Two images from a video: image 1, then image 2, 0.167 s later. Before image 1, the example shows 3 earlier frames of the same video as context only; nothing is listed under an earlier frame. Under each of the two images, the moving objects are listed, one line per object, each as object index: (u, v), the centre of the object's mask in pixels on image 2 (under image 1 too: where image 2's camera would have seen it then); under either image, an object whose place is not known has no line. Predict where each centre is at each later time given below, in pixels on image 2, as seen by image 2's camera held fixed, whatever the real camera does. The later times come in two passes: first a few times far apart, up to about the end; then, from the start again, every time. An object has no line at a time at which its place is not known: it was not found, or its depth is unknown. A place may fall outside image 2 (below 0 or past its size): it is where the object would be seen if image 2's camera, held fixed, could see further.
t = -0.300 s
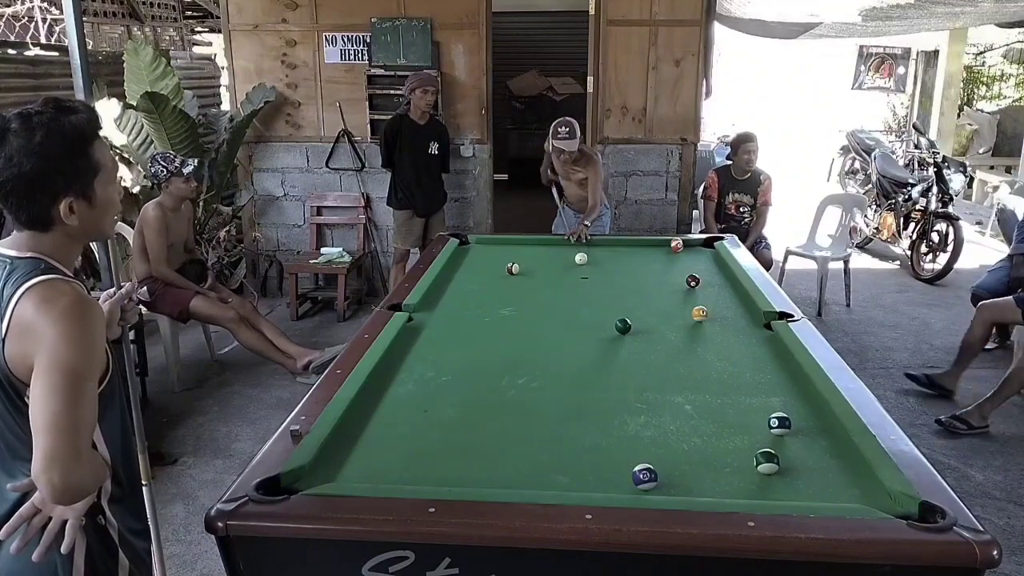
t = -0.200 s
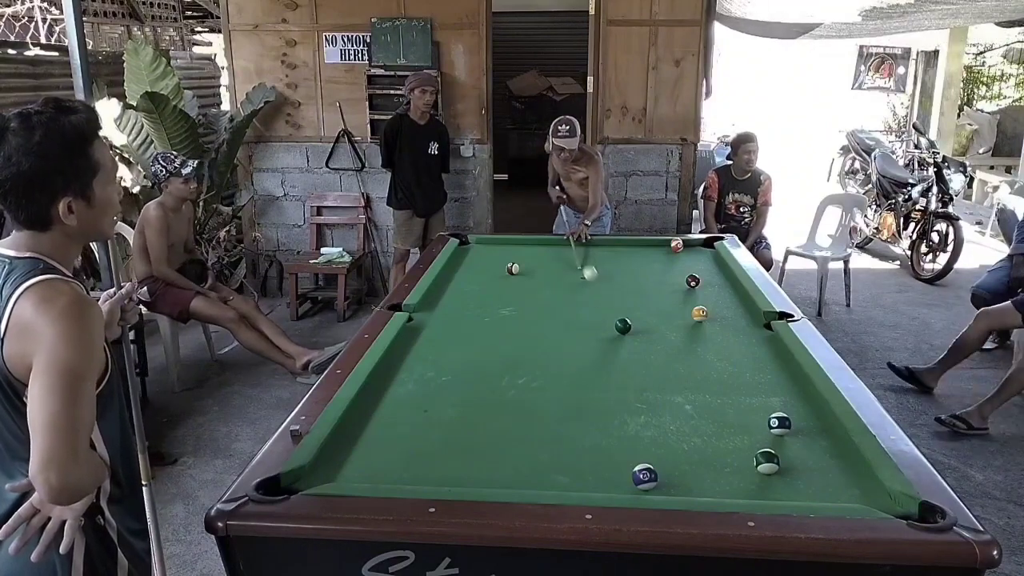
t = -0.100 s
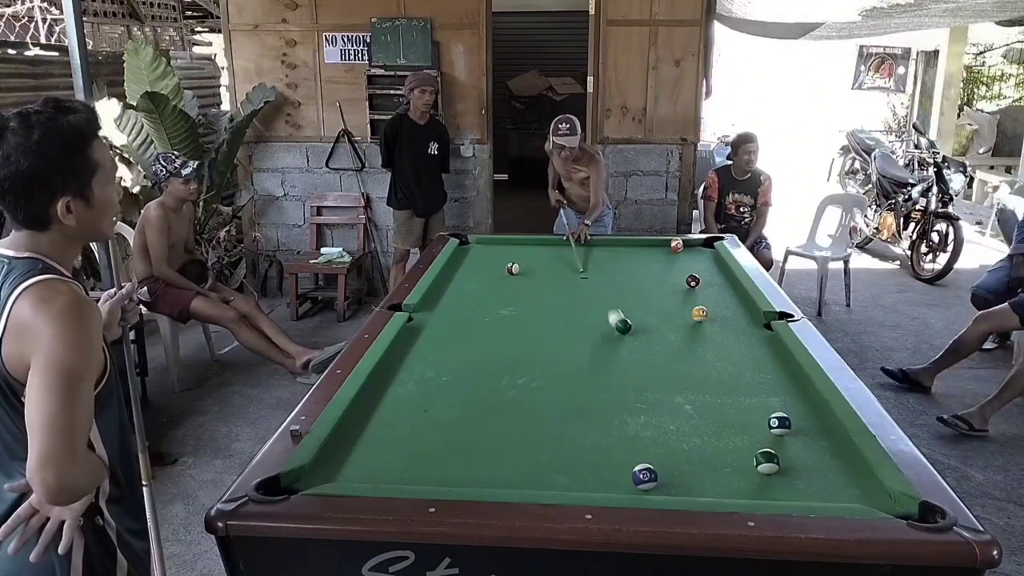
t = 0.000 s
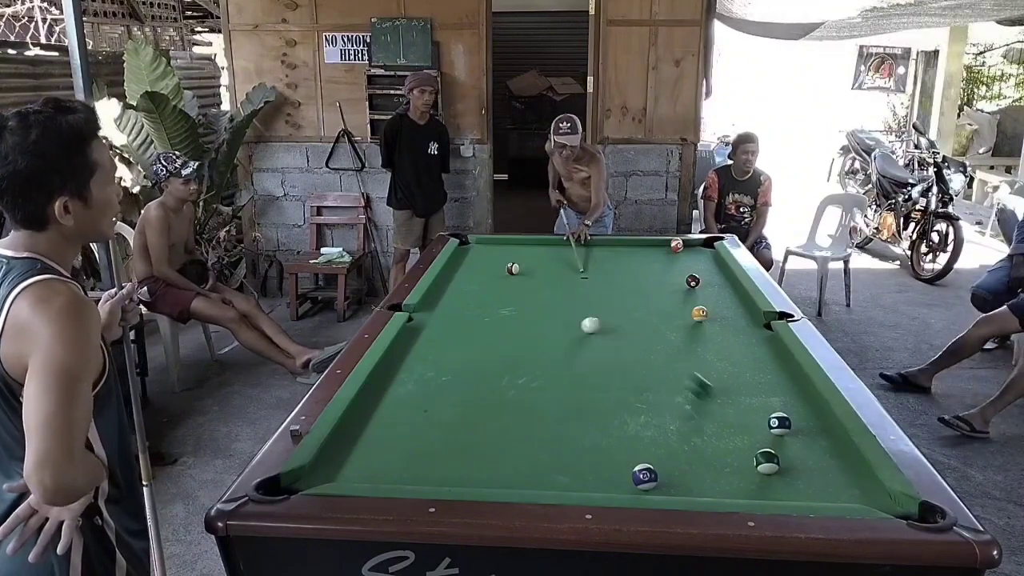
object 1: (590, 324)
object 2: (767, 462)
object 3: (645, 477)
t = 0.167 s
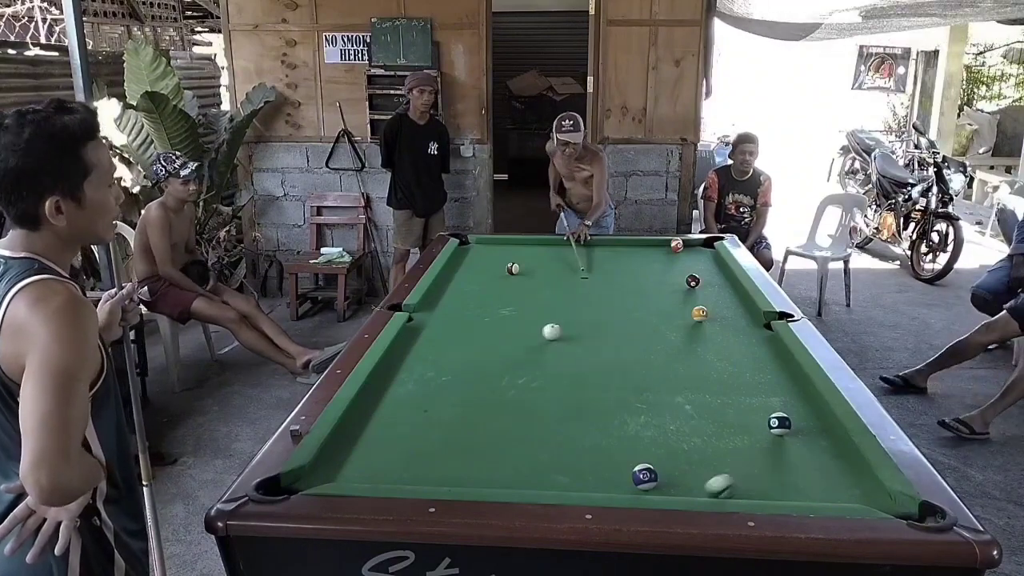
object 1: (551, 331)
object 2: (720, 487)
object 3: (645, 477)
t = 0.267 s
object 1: (527, 335)
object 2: (684, 482)
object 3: (645, 477)
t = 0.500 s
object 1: (472, 345)
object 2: (651, 450)
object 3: (617, 478)
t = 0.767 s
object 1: (405, 356)
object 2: (628, 419)
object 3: (584, 478)
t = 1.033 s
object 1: (410, 363)
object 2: (610, 394)
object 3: (556, 479)
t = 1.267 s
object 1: (430, 367)
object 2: (595, 375)
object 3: (532, 479)
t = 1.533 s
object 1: (452, 371)
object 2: (581, 357)
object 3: (506, 480)
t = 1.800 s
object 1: (472, 374)
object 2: (570, 341)
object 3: (484, 480)
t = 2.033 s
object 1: (488, 377)
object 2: (562, 330)
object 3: (466, 480)
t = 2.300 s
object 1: (505, 381)
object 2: (554, 318)
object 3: (450, 481)
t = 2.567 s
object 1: (520, 384)
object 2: (546, 306)
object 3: (439, 479)
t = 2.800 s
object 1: (531, 386)
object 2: (541, 299)
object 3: (430, 479)
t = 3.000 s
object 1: (540, 388)
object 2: (537, 292)
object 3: (424, 480)
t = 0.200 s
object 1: (544, 333)
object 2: (703, 490)
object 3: (645, 477)
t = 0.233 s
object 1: (536, 334)
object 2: (693, 487)
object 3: (645, 477)
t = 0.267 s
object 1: (527, 335)
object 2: (684, 482)
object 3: (645, 477)
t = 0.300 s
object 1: (520, 337)
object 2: (672, 476)
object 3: (645, 477)
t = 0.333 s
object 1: (512, 338)
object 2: (668, 473)
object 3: (640, 477)
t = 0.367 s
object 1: (504, 339)
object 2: (665, 468)
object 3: (635, 477)
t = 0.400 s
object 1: (496, 341)
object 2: (660, 463)
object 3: (630, 477)
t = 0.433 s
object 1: (488, 342)
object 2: (658, 458)
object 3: (626, 477)
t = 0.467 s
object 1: (480, 343)
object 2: (655, 453)
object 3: (621, 478)
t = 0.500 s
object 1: (472, 345)
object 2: (651, 450)
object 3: (617, 478)
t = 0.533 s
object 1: (464, 346)
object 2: (648, 446)
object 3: (614, 478)
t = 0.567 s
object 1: (456, 348)
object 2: (645, 441)
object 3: (610, 478)
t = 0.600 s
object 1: (448, 349)
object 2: (642, 437)
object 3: (605, 478)
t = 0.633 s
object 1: (439, 350)
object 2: (640, 433)
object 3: (602, 478)
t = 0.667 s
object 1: (431, 352)
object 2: (636, 429)
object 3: (597, 478)
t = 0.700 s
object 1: (423, 353)
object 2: (633, 426)
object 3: (592, 478)
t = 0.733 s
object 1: (414, 355)
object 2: (631, 422)
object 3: (588, 478)
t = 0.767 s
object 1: (405, 356)
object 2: (628, 419)
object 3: (584, 478)
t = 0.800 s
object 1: (397, 358)
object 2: (626, 415)
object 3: (580, 479)
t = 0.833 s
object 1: (389, 359)
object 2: (623, 412)
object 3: (577, 479)
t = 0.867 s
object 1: (393, 360)
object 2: (621, 408)
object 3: (574, 479)
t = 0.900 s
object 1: (397, 361)
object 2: (618, 406)
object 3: (570, 479)
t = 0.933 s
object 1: (400, 362)
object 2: (616, 402)
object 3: (566, 479)
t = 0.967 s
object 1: (403, 362)
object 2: (614, 400)
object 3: (563, 479)
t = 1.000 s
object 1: (407, 363)
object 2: (611, 397)
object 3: (559, 479)
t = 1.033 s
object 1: (410, 363)
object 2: (610, 394)
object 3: (556, 479)
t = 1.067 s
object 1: (413, 364)
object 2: (607, 391)
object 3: (552, 479)
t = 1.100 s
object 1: (415, 364)
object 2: (605, 388)
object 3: (549, 479)
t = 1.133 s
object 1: (418, 365)
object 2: (603, 386)
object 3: (545, 479)
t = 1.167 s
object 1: (421, 365)
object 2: (601, 382)
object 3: (541, 479)
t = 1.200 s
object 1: (424, 366)
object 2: (599, 381)
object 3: (538, 479)
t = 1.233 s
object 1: (427, 366)
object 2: (597, 378)
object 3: (535, 479)
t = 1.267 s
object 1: (430, 367)
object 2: (595, 375)
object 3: (532, 479)
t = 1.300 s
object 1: (433, 367)
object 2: (593, 373)
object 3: (529, 479)
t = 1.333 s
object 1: (435, 368)
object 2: (592, 370)
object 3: (525, 479)
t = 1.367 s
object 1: (438, 368)
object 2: (590, 368)
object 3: (522, 480)
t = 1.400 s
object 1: (441, 369)
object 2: (588, 366)
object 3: (519, 480)
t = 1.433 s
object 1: (444, 369)
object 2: (587, 364)
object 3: (516, 479)
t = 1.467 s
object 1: (447, 370)
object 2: (585, 361)
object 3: (512, 479)
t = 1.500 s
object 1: (449, 370)
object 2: (583, 360)
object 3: (509, 479)
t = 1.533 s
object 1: (452, 371)
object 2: (581, 357)
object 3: (506, 480)
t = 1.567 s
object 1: (455, 371)
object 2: (580, 355)
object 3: (503, 480)
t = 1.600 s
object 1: (457, 372)
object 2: (579, 353)
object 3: (500, 480)
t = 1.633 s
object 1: (460, 372)
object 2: (577, 351)
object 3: (497, 480)
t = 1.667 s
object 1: (462, 373)
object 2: (576, 349)
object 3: (495, 480)
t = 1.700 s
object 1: (464, 373)
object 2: (574, 347)
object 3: (492, 480)
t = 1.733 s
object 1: (467, 373)
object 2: (573, 345)
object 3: (489, 480)
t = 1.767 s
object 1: (469, 374)
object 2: (572, 343)
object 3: (487, 480)
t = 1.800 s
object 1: (472, 374)
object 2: (570, 341)
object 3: (484, 480)
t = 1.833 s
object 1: (474, 375)
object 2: (569, 339)
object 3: (482, 480)
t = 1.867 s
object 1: (477, 375)
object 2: (568, 337)
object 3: (479, 480)
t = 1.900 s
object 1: (479, 376)
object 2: (567, 335)
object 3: (477, 480)
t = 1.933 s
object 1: (481, 376)
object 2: (564, 334)
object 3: (474, 480)
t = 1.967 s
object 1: (483, 376)
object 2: (563, 332)
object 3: (471, 480)
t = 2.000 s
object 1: (486, 377)
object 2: (563, 331)
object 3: (468, 480)
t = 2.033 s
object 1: (488, 377)
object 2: (562, 330)
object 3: (466, 480)
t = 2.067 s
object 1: (491, 378)
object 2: (561, 328)
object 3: (464, 480)
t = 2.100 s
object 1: (493, 378)
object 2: (560, 327)
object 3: (461, 481)
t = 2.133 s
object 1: (495, 379)
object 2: (559, 325)
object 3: (459, 480)
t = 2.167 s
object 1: (497, 379)
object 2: (558, 323)
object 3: (457, 481)
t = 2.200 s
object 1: (499, 380)
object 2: (556, 321)
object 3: (455, 481)
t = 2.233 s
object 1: (501, 380)
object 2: (555, 320)
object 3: (453, 481)
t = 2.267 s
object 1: (503, 380)
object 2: (554, 318)
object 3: (451, 481)
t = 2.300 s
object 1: (505, 381)
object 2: (554, 318)
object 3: (450, 481)
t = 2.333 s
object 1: (507, 381)
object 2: (553, 316)
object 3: (449, 480)
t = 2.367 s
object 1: (509, 382)
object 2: (552, 315)
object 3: (448, 480)
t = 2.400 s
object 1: (511, 382)
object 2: (551, 314)
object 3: (446, 480)
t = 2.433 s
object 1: (513, 382)
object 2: (550, 312)
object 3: (444, 480)
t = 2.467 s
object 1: (515, 383)
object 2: (549, 311)
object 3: (443, 480)
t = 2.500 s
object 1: (517, 383)
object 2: (548, 309)
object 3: (442, 479)
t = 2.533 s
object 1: (518, 384)
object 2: (547, 308)
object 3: (440, 479)
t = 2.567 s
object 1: (520, 384)
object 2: (546, 306)
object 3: (439, 479)
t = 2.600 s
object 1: (522, 384)
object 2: (545, 305)
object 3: (437, 479)
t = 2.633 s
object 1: (523, 385)
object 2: (545, 304)
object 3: (436, 479)
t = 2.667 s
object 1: (525, 385)
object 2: (544, 303)
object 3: (435, 479)
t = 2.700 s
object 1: (527, 385)
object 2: (544, 302)
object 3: (433, 479)
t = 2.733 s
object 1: (528, 385)
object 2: (543, 301)
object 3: (432, 479)
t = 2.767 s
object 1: (530, 386)
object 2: (542, 300)
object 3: (431, 479)
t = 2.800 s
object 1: (531, 386)
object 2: (541, 299)
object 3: (430, 479)
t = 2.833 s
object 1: (533, 386)
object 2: (540, 298)
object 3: (429, 479)
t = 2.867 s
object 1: (535, 387)
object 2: (540, 297)
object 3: (428, 479)
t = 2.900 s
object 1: (536, 387)
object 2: (539, 295)
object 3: (427, 479)
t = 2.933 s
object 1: (537, 387)
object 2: (538, 294)
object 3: (426, 479)
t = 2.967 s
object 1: (539, 387)
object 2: (538, 293)
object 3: (425, 479)
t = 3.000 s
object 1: (540, 388)
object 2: (537, 292)
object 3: (424, 480)
